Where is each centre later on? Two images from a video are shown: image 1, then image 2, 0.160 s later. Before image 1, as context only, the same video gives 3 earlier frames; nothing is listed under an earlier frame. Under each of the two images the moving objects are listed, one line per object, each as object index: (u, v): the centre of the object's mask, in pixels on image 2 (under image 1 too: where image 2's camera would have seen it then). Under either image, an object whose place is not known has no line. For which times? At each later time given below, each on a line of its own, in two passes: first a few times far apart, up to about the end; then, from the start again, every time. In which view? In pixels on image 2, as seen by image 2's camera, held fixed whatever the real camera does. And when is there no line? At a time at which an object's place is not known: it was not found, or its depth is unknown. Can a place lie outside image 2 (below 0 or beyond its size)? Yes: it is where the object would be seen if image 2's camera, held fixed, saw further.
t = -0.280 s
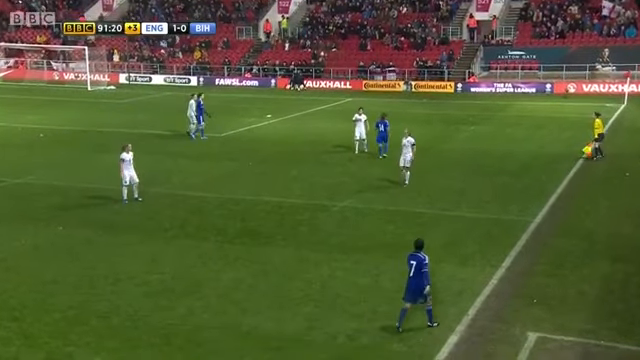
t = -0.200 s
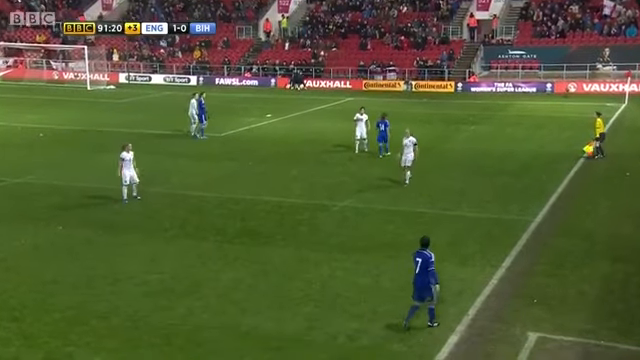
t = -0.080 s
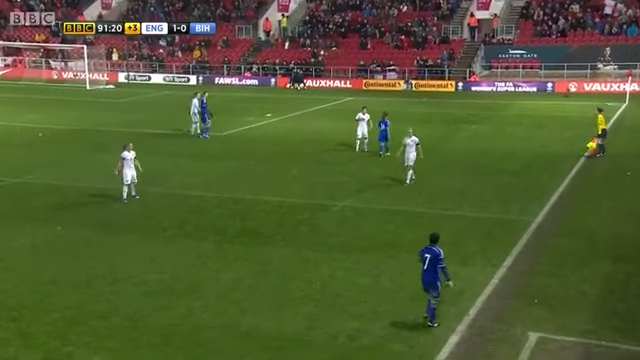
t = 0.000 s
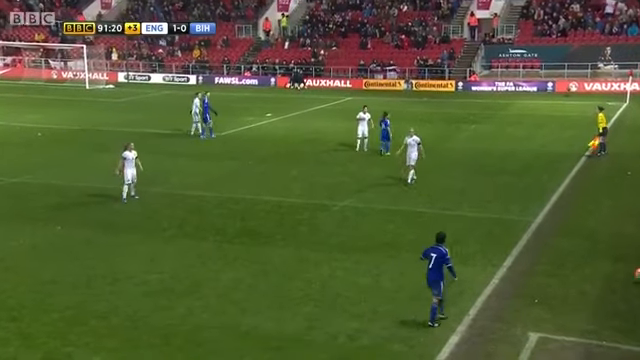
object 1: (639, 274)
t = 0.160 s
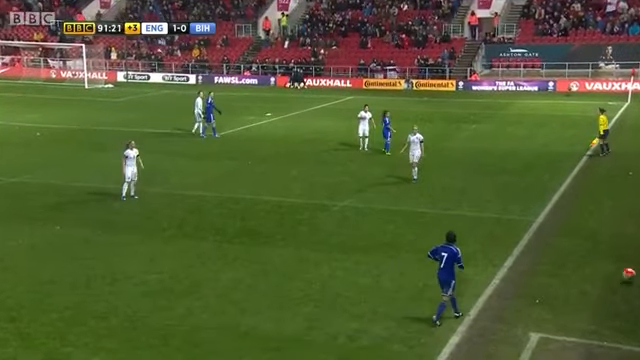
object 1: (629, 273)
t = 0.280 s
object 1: (618, 275)
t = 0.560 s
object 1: (596, 276)
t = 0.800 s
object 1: (579, 275)
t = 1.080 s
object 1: (563, 274)
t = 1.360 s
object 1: (549, 274)
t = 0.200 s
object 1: (625, 273)
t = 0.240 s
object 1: (621, 273)
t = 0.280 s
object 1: (618, 275)
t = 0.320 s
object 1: (615, 276)
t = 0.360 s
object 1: (612, 276)
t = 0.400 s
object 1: (609, 275)
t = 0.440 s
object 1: (605, 275)
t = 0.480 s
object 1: (602, 275)
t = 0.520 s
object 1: (599, 276)
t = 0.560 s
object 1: (596, 276)
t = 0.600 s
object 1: (594, 276)
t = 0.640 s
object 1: (590, 276)
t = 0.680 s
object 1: (588, 276)
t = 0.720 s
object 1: (585, 276)
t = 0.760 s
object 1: (582, 276)
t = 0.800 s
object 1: (579, 275)
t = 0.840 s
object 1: (577, 275)
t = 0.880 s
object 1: (574, 275)
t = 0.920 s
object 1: (572, 275)
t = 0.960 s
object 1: (570, 275)
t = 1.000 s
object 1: (568, 275)
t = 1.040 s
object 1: (566, 275)
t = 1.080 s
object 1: (563, 274)
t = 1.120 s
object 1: (561, 275)
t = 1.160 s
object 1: (559, 274)
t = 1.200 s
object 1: (557, 274)
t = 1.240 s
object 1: (555, 274)
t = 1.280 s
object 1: (553, 274)
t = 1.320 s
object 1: (551, 275)
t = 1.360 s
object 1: (549, 274)
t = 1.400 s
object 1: (547, 274)
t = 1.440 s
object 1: (545, 274)
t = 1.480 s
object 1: (544, 274)
